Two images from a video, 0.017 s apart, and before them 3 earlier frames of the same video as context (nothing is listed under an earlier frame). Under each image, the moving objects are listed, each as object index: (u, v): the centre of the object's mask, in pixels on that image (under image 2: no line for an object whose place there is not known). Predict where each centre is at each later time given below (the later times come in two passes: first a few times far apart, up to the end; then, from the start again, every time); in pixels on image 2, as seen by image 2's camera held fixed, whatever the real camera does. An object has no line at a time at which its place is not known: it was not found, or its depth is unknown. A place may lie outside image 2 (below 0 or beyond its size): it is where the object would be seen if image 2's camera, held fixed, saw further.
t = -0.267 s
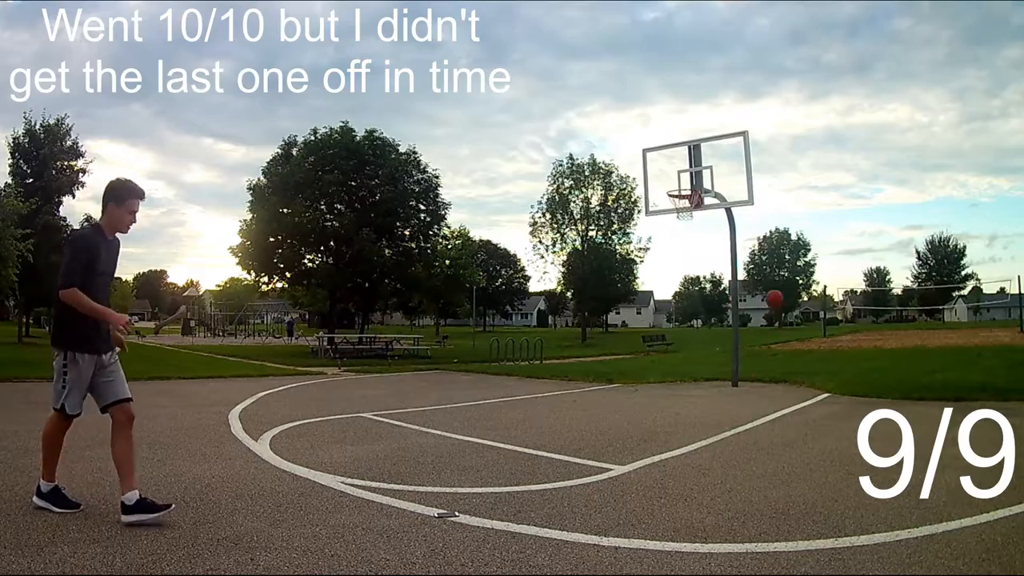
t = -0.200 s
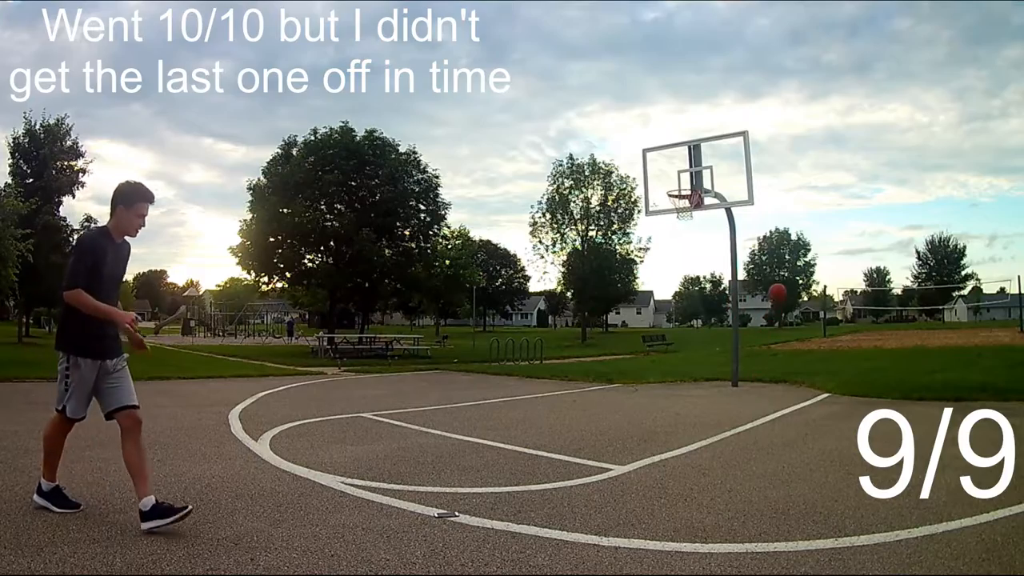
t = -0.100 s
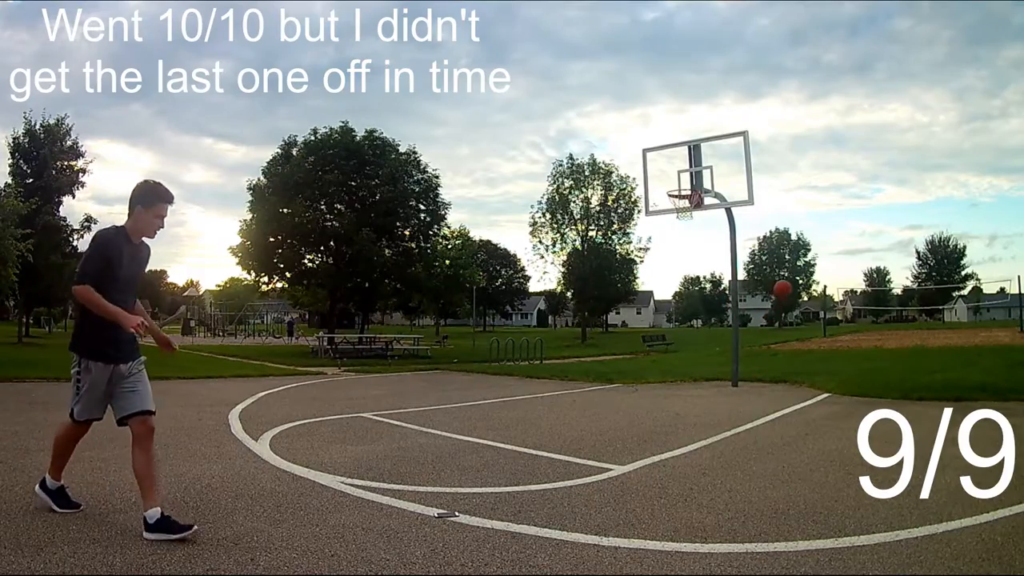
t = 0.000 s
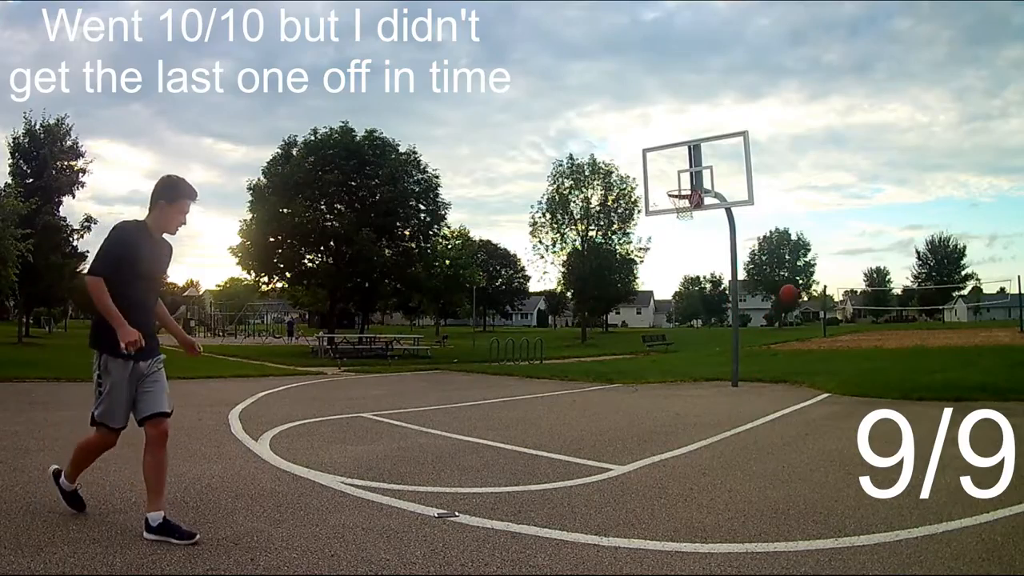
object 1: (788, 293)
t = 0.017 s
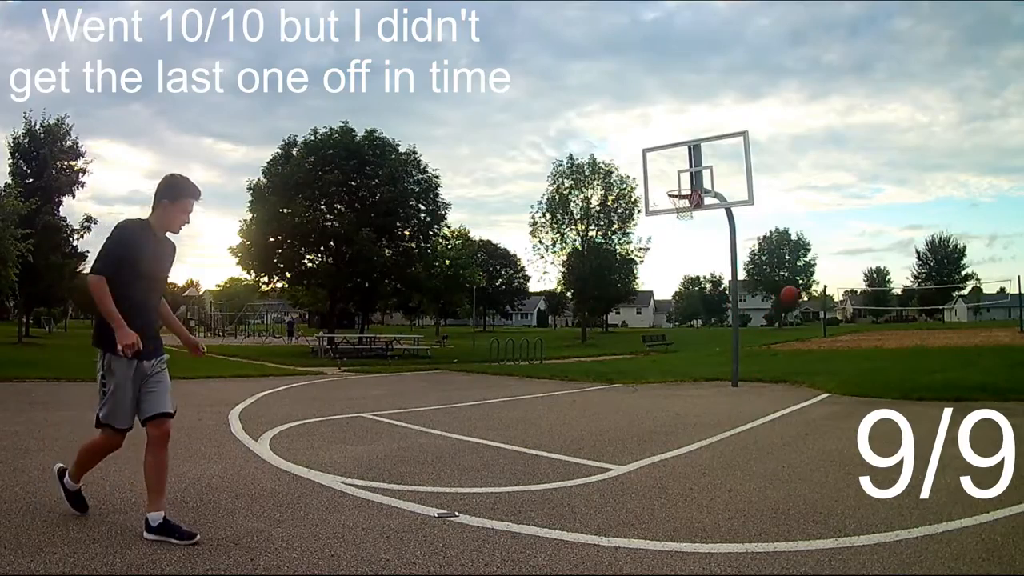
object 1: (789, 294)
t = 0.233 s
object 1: (802, 338)
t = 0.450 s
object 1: (813, 397)
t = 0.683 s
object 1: (829, 348)
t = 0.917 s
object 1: (845, 345)
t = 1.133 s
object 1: (860, 388)
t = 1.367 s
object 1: (879, 389)
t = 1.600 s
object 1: (901, 379)
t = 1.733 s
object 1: (912, 398)
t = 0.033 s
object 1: (790, 296)
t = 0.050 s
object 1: (791, 298)
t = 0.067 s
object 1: (792, 300)
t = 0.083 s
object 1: (794, 303)
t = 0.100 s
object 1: (794, 306)
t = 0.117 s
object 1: (795, 310)
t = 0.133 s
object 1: (796, 313)
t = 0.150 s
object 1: (797, 316)
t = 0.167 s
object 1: (799, 321)
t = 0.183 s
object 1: (800, 325)
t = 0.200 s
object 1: (800, 329)
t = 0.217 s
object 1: (801, 334)
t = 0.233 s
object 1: (802, 338)
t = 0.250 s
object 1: (803, 344)
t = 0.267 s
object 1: (804, 349)
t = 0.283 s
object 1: (805, 355)
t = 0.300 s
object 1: (805, 361)
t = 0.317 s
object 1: (806, 367)
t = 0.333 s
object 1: (808, 373)
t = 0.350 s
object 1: (808, 379)
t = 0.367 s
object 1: (809, 386)
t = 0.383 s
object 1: (809, 393)
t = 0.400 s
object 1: (810, 401)
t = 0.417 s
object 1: (811, 407)
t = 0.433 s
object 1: (812, 402)
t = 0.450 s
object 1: (813, 397)
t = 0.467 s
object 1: (814, 392)
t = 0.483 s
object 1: (815, 387)
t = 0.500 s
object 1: (817, 383)
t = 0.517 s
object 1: (818, 378)
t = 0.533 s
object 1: (820, 374)
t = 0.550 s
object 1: (820, 370)
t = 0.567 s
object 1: (821, 366)
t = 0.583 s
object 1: (823, 363)
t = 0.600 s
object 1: (824, 361)
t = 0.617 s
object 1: (825, 357)
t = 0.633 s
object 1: (826, 354)
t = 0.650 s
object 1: (827, 351)
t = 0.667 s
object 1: (828, 349)
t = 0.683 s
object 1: (829, 348)
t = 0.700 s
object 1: (831, 346)
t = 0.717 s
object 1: (832, 344)
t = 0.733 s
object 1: (833, 343)
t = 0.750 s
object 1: (834, 342)
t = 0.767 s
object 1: (835, 341)
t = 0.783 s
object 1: (836, 341)
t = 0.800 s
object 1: (837, 340)
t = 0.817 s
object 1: (839, 340)
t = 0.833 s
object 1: (840, 340)
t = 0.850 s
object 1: (841, 341)
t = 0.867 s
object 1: (842, 341)
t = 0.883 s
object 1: (842, 342)
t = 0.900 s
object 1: (844, 343)
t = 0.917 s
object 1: (845, 345)
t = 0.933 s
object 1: (847, 346)
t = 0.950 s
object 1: (848, 348)
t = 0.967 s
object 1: (849, 350)
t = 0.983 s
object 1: (850, 353)
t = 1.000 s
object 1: (851, 356)
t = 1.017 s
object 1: (852, 359)
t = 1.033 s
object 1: (853, 362)
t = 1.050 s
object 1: (854, 366)
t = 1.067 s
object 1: (855, 370)
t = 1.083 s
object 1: (857, 374)
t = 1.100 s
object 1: (858, 378)
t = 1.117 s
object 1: (859, 383)
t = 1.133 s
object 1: (860, 388)
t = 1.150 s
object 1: (861, 393)
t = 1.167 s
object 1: (861, 399)
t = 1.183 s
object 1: (862, 404)
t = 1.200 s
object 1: (862, 410)
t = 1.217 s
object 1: (861, 415)
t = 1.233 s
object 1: (861, 415)
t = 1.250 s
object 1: (865, 410)
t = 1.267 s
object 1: (868, 407)
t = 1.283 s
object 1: (870, 404)
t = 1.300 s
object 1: (872, 401)
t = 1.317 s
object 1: (874, 398)
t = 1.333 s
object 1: (876, 395)
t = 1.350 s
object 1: (877, 392)
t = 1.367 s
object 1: (879, 389)
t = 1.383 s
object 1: (880, 387)
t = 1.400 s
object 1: (881, 385)
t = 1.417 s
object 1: (883, 383)
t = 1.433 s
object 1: (885, 382)
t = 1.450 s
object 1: (887, 380)
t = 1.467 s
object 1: (888, 379)
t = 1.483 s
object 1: (891, 377)
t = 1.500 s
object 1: (892, 377)
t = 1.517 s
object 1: (893, 377)
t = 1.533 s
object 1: (894, 376)
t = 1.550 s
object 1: (895, 377)
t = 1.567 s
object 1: (898, 377)
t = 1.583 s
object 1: (899, 377)
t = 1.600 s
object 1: (901, 379)
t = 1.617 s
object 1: (902, 380)
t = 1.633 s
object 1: (904, 381)
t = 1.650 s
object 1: (906, 384)
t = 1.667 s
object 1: (907, 386)
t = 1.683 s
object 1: (908, 389)
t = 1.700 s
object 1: (910, 391)
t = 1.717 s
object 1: (911, 395)
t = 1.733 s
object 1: (912, 398)
